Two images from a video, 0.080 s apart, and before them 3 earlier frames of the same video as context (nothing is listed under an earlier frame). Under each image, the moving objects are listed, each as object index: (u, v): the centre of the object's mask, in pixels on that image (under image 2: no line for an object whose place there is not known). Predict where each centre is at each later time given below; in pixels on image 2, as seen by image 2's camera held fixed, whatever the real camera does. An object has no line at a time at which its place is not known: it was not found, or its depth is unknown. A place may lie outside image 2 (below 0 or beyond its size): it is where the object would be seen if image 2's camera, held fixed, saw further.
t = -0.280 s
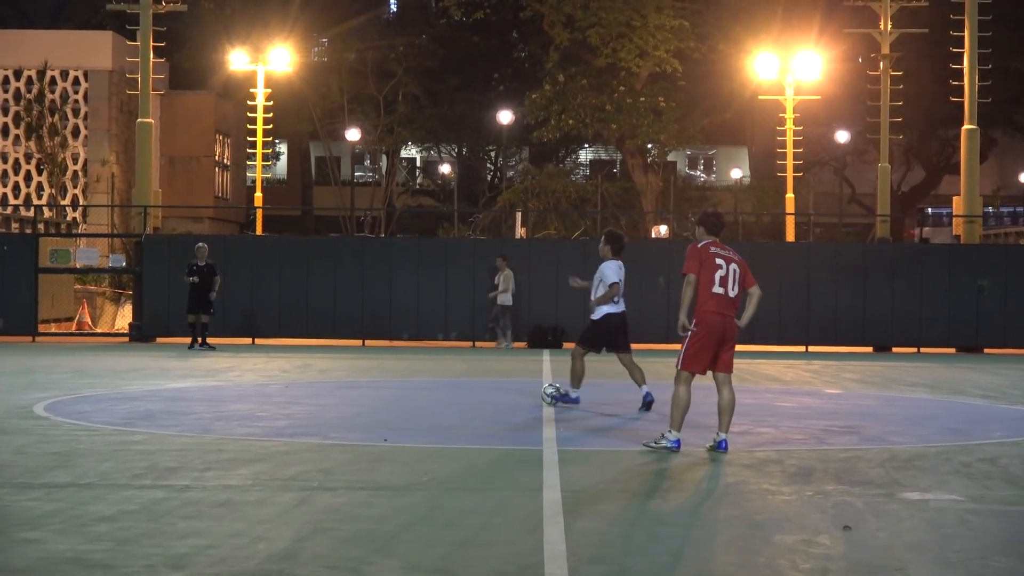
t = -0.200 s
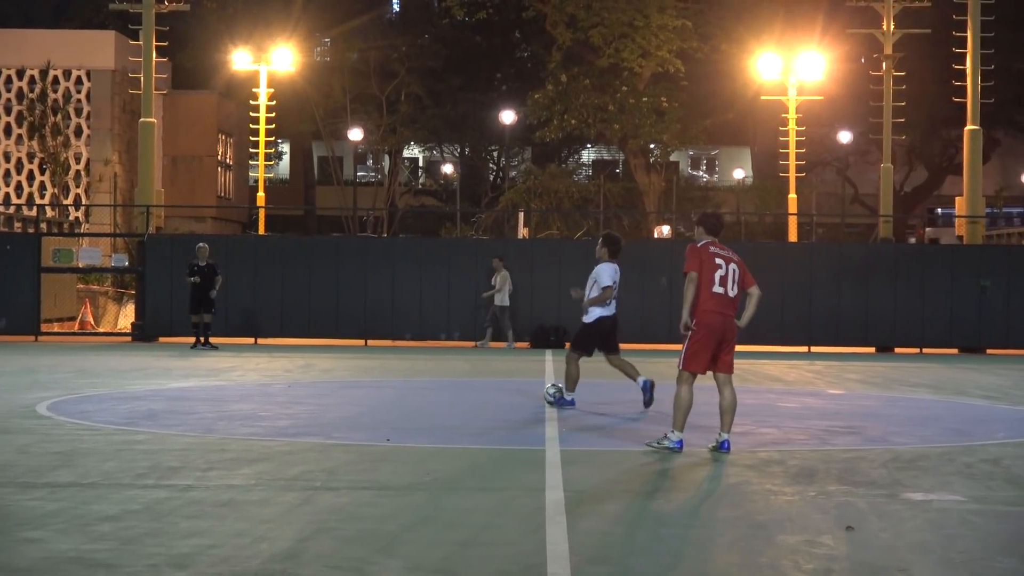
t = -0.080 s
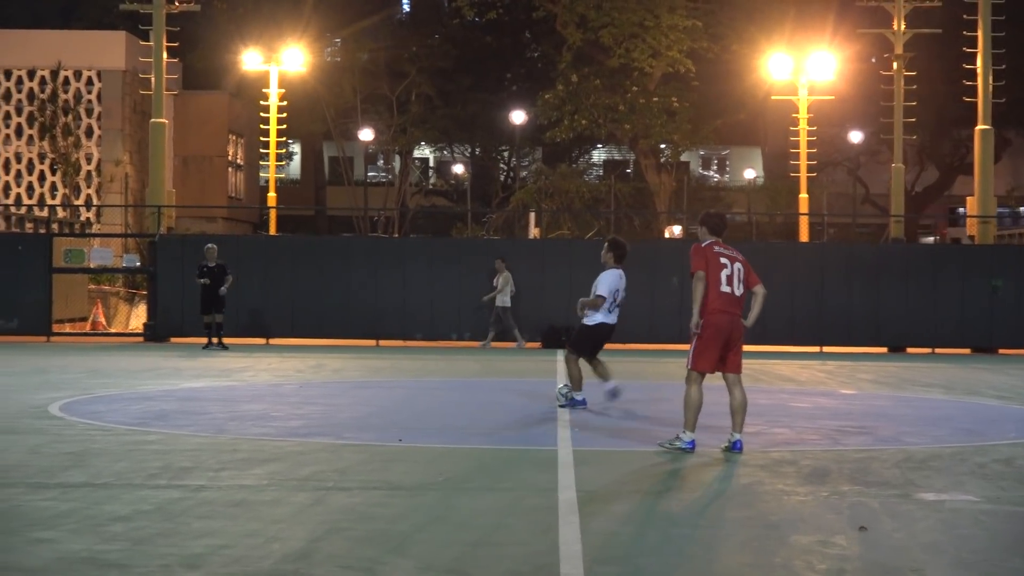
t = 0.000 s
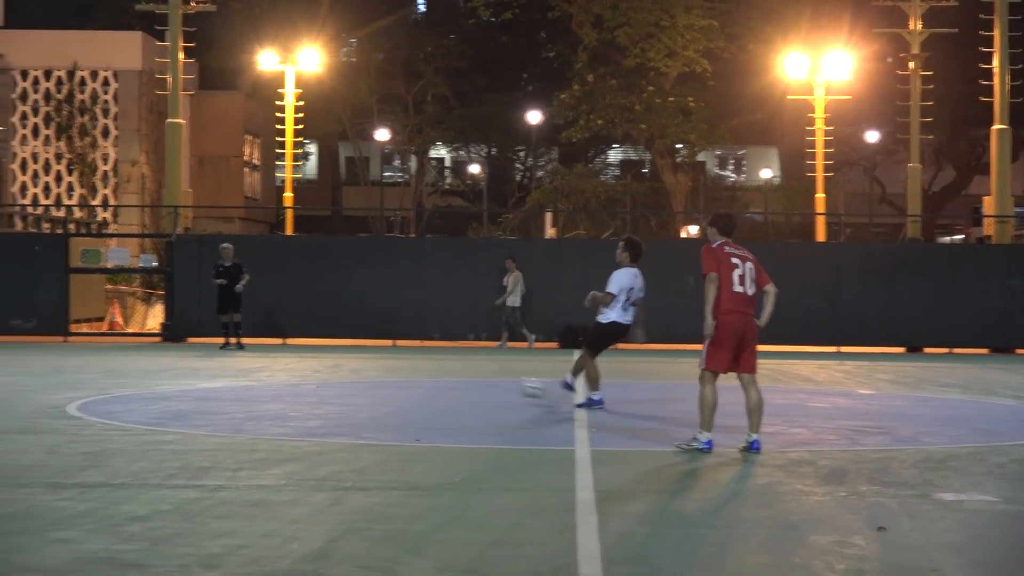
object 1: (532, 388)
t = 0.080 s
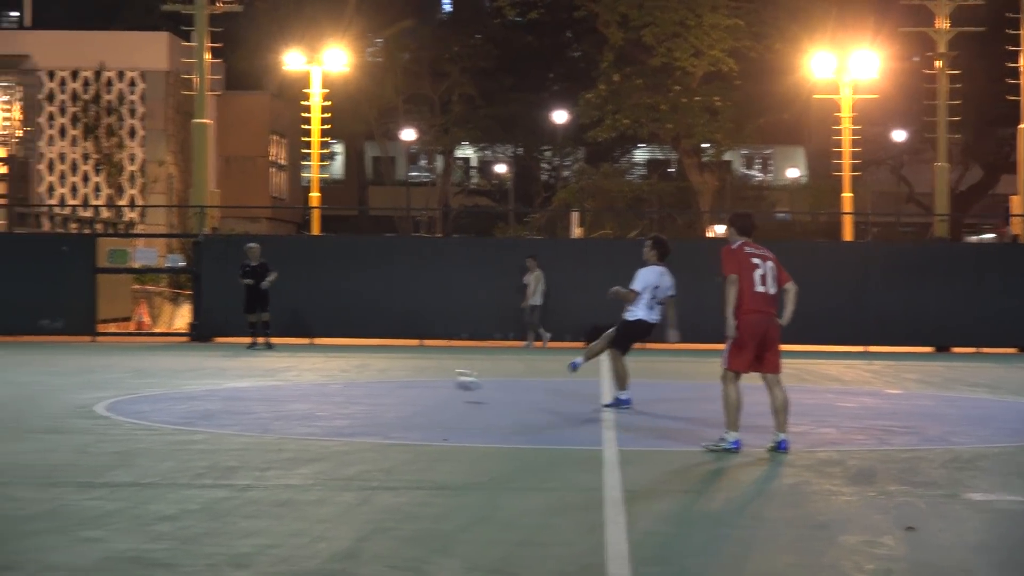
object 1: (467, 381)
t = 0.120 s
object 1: (425, 379)
